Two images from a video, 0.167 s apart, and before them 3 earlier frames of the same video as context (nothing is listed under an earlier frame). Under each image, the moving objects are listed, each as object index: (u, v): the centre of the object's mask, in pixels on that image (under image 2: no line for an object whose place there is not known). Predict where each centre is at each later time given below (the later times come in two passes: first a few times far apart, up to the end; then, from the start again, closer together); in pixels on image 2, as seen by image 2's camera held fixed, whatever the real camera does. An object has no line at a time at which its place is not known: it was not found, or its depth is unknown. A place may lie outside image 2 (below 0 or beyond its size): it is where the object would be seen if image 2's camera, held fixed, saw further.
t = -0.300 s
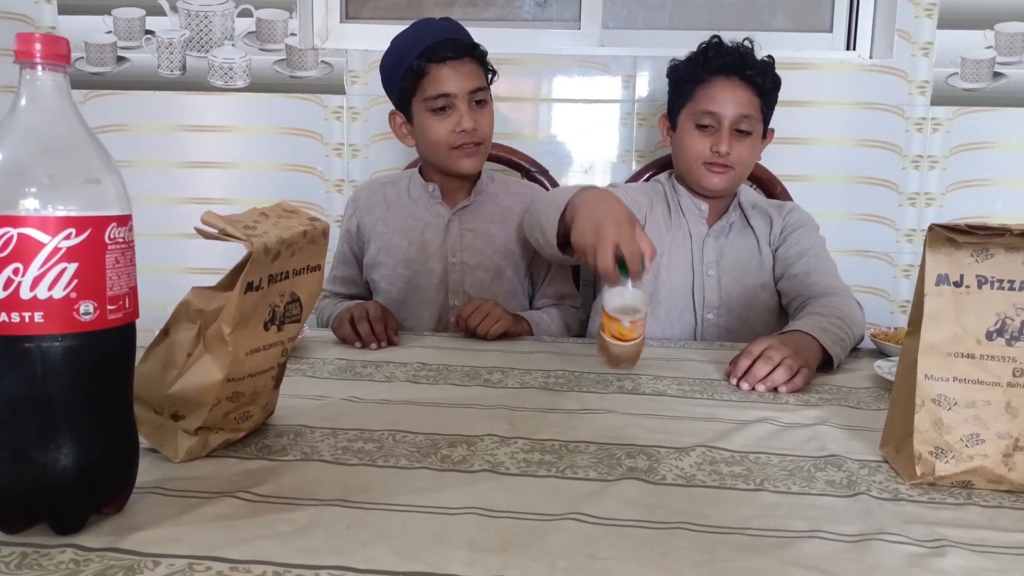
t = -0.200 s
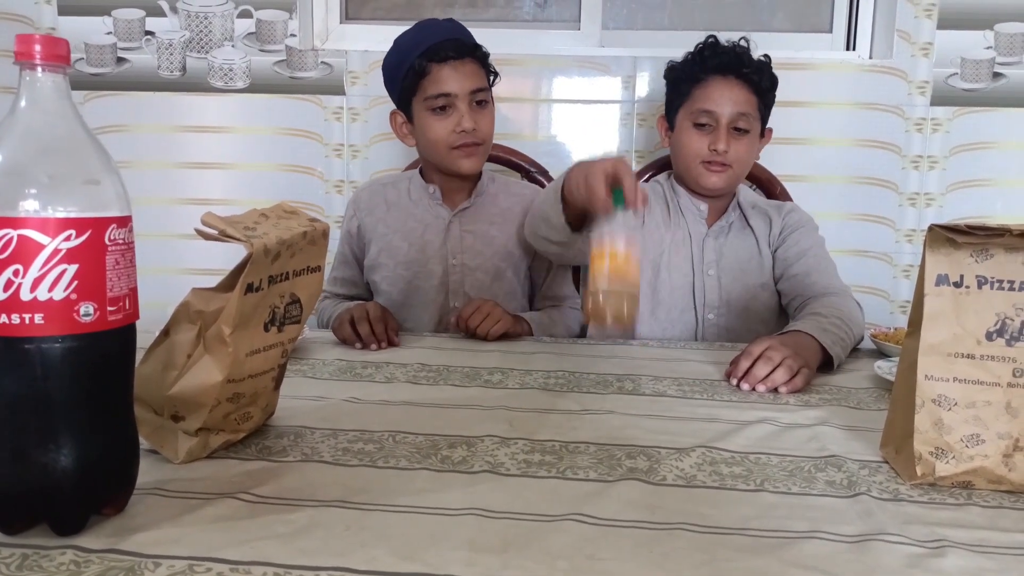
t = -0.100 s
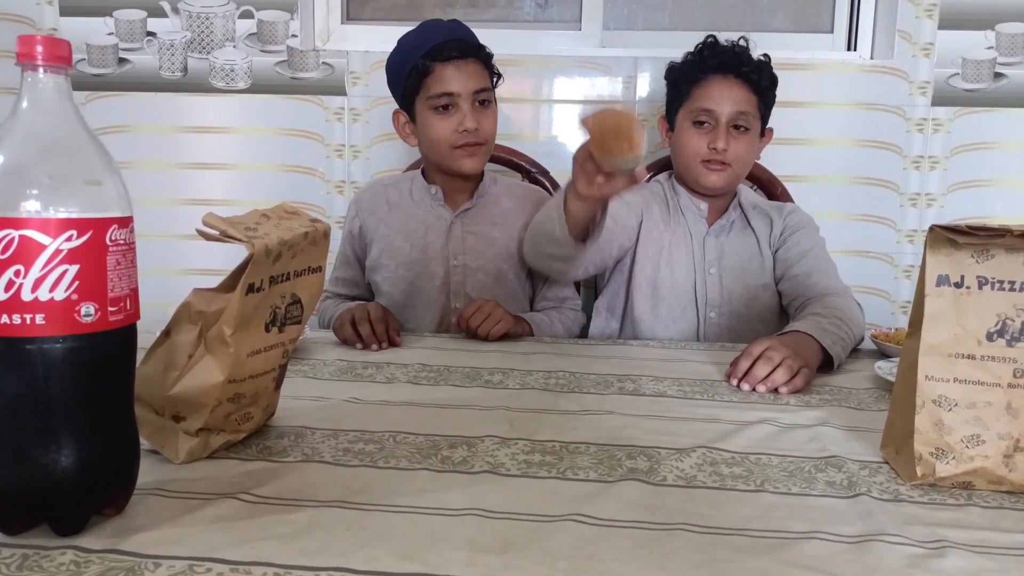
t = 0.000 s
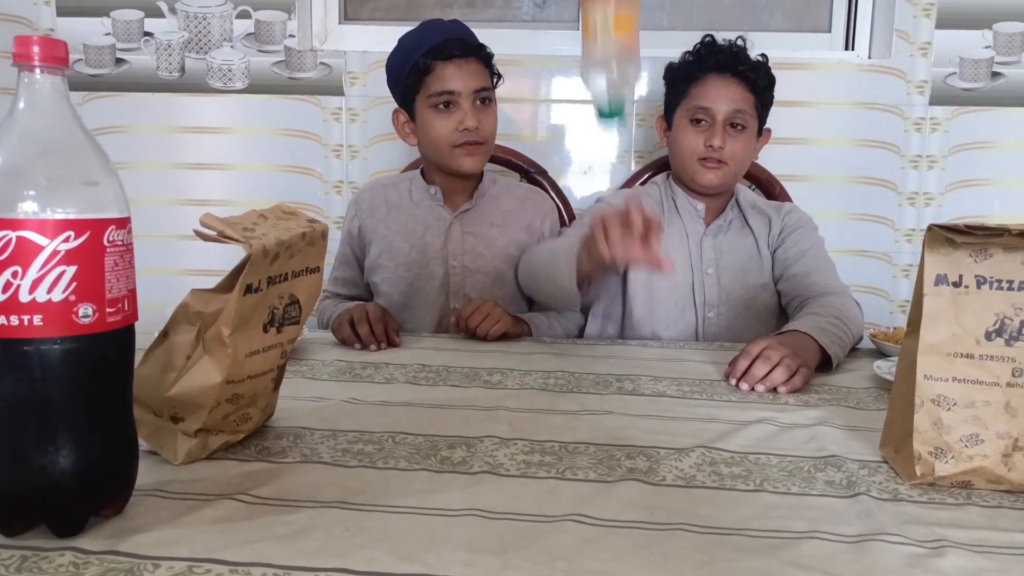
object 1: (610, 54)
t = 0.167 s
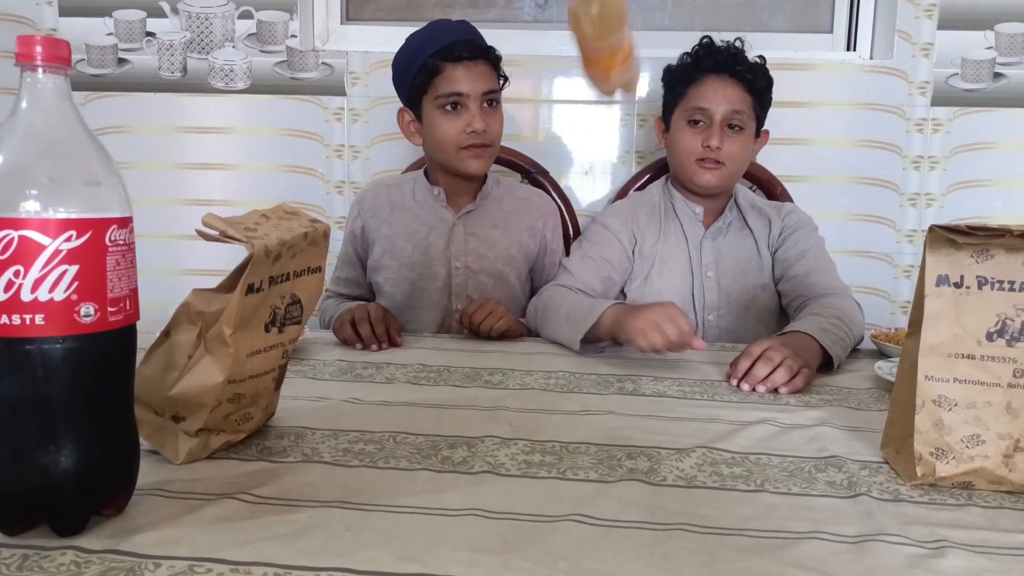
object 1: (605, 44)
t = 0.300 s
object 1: (589, 264)
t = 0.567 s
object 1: (596, 328)
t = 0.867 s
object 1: (586, 329)
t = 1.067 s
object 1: (586, 329)
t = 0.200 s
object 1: (600, 72)
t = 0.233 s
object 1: (597, 123)
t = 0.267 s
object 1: (593, 196)
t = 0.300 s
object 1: (589, 264)
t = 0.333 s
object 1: (590, 329)
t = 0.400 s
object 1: (594, 329)
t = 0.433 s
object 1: (596, 329)
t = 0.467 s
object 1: (597, 328)
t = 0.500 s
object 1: (598, 328)
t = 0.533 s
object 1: (598, 328)
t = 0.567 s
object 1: (596, 328)
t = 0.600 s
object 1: (593, 329)
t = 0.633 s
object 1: (588, 329)
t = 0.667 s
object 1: (586, 329)
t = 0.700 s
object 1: (586, 329)
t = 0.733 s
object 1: (586, 329)
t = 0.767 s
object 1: (586, 329)
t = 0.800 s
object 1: (586, 329)
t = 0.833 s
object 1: (586, 329)
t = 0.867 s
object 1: (586, 329)
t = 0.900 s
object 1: (586, 329)
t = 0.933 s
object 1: (586, 329)
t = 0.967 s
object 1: (586, 329)
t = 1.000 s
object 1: (586, 329)
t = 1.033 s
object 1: (586, 329)
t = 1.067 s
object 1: (586, 329)
